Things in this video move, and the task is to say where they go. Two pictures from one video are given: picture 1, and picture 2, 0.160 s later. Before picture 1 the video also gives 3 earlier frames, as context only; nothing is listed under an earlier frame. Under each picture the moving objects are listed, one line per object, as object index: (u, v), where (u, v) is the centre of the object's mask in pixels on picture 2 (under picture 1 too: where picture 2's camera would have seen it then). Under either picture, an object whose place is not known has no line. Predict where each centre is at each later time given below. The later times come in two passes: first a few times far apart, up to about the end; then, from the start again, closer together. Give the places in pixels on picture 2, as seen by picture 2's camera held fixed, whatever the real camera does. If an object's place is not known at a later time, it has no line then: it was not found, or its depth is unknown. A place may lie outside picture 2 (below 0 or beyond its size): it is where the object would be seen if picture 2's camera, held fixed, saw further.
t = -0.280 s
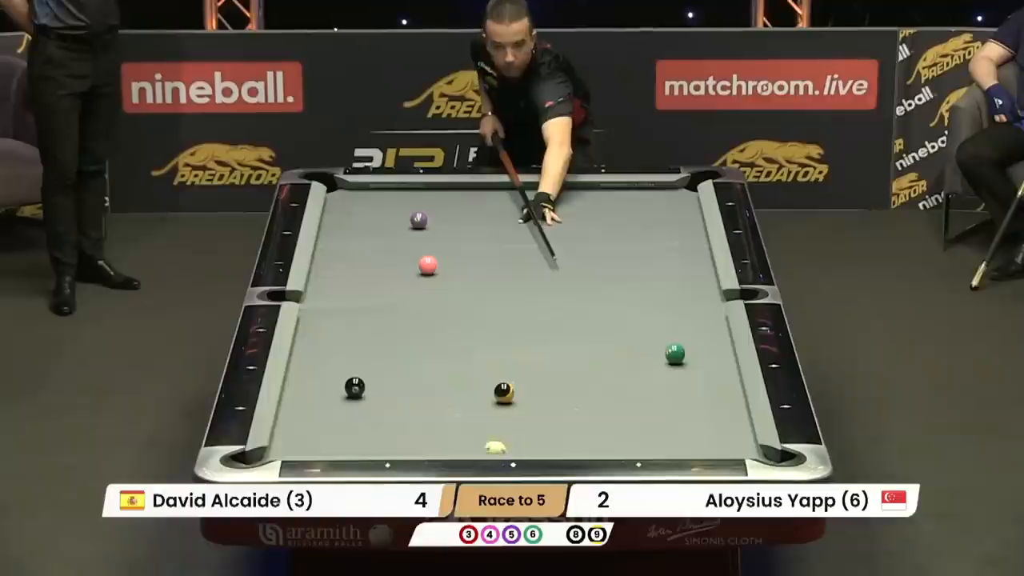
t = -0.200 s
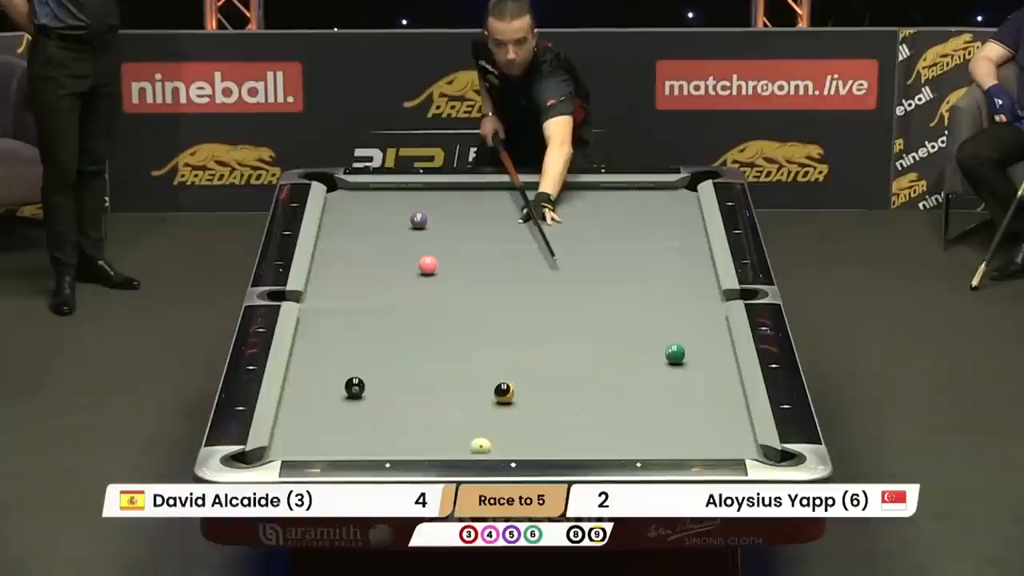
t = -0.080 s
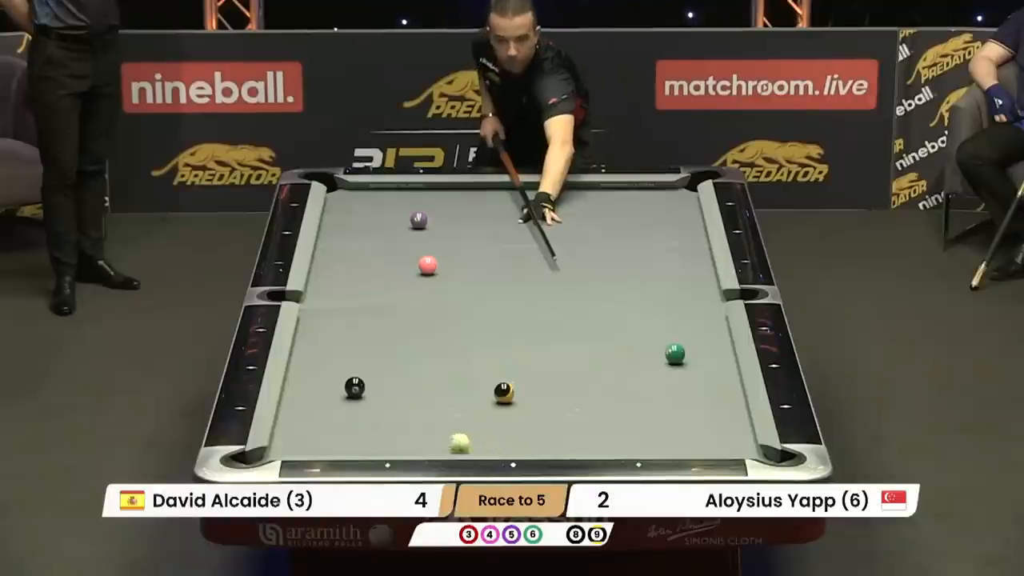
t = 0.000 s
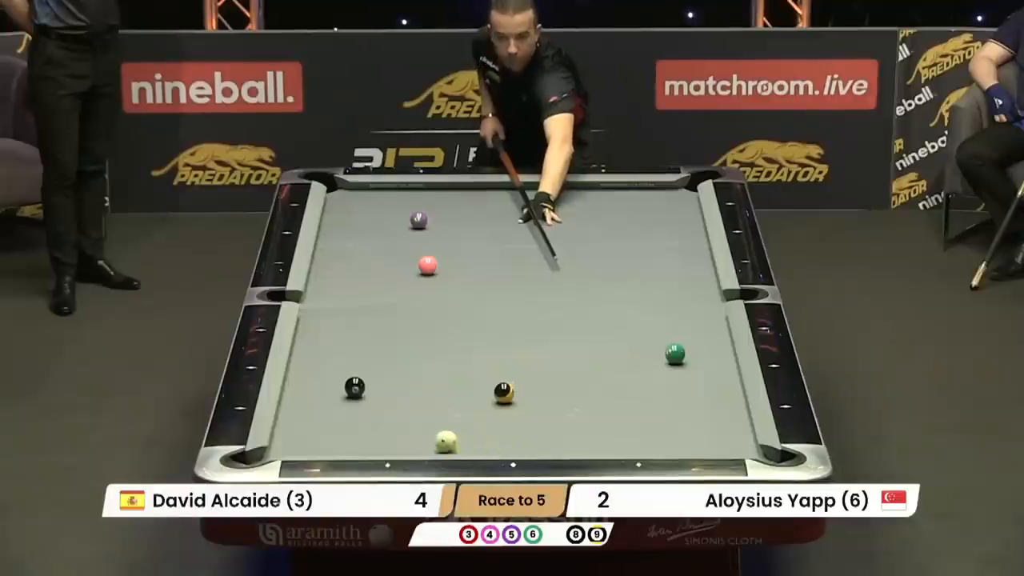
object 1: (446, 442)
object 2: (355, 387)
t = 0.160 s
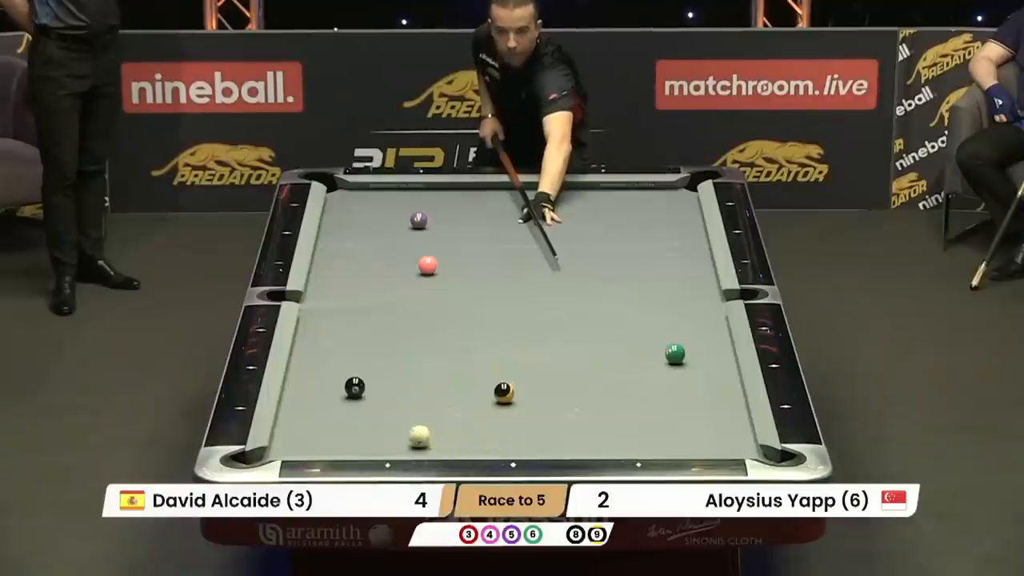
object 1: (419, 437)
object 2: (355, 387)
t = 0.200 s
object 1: (413, 436)
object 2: (355, 387)
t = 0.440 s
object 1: (375, 428)
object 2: (355, 387)
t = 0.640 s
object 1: (345, 422)
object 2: (355, 387)
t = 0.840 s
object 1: (317, 416)
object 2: (355, 387)
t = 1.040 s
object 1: (289, 410)
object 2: (355, 387)
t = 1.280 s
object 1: (306, 403)
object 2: (355, 387)
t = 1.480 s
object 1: (322, 397)
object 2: (355, 387)
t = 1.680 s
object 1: (337, 392)
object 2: (355, 387)
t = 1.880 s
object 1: (340, 391)
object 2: (364, 384)
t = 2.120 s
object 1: (343, 390)
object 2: (373, 380)
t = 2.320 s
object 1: (344, 390)
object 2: (381, 378)
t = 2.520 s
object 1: (345, 389)
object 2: (387, 376)
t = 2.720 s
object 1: (345, 390)
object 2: (393, 374)
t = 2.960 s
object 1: (345, 389)
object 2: (399, 372)
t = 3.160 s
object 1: (345, 390)
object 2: (404, 371)
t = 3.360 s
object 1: (345, 389)
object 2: (407, 371)
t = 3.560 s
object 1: (345, 389)
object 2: (411, 370)
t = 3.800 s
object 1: (345, 390)
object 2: (413, 369)
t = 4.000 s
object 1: (345, 390)
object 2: (414, 369)
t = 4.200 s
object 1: (345, 390)
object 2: (414, 369)
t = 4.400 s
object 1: (345, 389)
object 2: (414, 369)
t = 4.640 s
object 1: (345, 389)
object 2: (414, 369)
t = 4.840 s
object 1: (345, 389)
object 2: (414, 369)
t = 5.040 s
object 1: (345, 389)
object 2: (414, 369)
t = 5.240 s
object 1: (345, 389)
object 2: (414, 369)
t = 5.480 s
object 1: (345, 390)
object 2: (414, 369)
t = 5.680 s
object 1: (345, 389)
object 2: (414, 369)
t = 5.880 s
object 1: (345, 389)
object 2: (414, 369)
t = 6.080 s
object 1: (345, 390)
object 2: (414, 369)
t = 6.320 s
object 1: (345, 389)
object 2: (414, 369)
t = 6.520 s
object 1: (345, 390)
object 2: (414, 369)
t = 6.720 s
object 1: (345, 390)
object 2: (414, 369)
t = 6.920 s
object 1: (345, 389)
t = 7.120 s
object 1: (351, 388)
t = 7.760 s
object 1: (345, 390)
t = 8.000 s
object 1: (345, 390)
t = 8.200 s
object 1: (345, 390)
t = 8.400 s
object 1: (345, 390)
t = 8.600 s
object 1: (345, 390)
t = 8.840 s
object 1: (345, 390)
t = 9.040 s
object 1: (345, 390)
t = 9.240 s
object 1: (345, 390)
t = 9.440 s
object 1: (345, 389)
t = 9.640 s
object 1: (345, 389)
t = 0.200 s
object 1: (413, 436)
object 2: (355, 387)
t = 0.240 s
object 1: (407, 435)
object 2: (355, 387)
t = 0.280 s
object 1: (400, 433)
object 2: (355, 387)
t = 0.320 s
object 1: (394, 431)
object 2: (355, 387)
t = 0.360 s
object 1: (388, 430)
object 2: (355, 387)
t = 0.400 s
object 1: (382, 429)
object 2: (355, 387)
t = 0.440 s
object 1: (375, 428)
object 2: (355, 387)
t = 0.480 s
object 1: (369, 427)
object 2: (355, 387)
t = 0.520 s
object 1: (363, 426)
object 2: (355, 387)
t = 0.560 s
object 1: (357, 424)
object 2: (355, 387)
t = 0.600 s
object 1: (351, 423)
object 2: (355, 387)
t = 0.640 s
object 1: (345, 422)
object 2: (355, 387)
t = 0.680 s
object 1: (339, 421)
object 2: (355, 387)
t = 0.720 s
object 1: (333, 419)
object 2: (355, 387)
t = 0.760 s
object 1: (328, 418)
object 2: (355, 387)
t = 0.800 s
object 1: (322, 417)
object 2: (355, 387)
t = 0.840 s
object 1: (317, 416)
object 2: (355, 387)
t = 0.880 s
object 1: (311, 415)
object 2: (355, 387)
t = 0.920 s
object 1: (306, 414)
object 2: (355, 387)
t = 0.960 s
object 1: (300, 412)
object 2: (355, 387)
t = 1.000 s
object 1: (295, 411)
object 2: (355, 387)
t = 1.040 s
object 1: (289, 410)
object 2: (355, 387)
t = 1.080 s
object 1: (288, 409)
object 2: (355, 387)
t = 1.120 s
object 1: (292, 408)
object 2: (355, 387)
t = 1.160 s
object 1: (296, 407)
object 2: (355, 387)
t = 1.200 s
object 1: (299, 405)
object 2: (355, 387)
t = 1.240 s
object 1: (303, 404)
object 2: (355, 387)
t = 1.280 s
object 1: (306, 403)
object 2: (355, 387)
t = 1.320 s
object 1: (309, 402)
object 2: (355, 387)
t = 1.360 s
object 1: (313, 401)
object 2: (355, 387)
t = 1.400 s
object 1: (316, 400)
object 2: (355, 387)
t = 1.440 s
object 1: (319, 399)
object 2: (355, 387)
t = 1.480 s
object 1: (322, 397)
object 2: (355, 387)
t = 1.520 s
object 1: (325, 396)
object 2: (355, 387)
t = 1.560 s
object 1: (328, 395)
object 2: (355, 387)
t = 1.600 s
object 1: (331, 394)
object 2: (355, 387)
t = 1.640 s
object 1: (334, 393)
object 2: (355, 387)
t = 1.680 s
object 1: (337, 392)
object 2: (355, 387)
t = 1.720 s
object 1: (338, 392)
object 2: (357, 386)
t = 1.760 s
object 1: (338, 392)
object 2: (359, 386)
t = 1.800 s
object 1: (339, 391)
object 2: (360, 385)
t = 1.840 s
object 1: (339, 391)
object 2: (362, 384)
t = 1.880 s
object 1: (340, 391)
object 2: (364, 384)
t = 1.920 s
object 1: (341, 391)
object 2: (365, 383)
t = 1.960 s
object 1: (341, 391)
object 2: (367, 382)
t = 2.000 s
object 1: (341, 390)
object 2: (369, 382)
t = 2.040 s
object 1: (342, 390)
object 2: (371, 382)
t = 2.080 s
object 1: (342, 390)
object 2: (372, 381)
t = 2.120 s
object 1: (343, 390)
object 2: (373, 380)
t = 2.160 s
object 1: (343, 390)
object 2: (375, 380)
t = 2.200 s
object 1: (343, 390)
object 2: (376, 380)
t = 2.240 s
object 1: (343, 390)
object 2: (378, 379)
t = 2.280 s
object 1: (344, 390)
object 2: (379, 379)
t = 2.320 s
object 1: (344, 390)
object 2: (381, 378)
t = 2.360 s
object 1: (344, 390)
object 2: (382, 377)
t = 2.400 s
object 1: (344, 390)
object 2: (383, 377)
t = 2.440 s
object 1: (345, 390)
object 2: (385, 377)
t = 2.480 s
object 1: (345, 389)
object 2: (386, 376)
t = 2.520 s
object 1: (345, 389)
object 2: (387, 376)
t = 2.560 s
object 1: (345, 389)
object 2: (388, 376)
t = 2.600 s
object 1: (345, 389)
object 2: (389, 375)
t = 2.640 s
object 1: (345, 389)
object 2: (391, 375)
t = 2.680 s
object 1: (345, 390)
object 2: (392, 375)
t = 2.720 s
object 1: (345, 390)
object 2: (393, 374)
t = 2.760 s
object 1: (345, 390)
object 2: (394, 374)
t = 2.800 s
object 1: (345, 390)
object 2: (395, 374)
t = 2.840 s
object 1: (345, 390)
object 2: (396, 373)
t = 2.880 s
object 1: (345, 389)
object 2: (397, 373)
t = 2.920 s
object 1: (345, 390)
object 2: (398, 373)
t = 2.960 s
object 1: (345, 389)
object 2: (399, 372)
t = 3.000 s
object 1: (345, 389)
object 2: (400, 372)
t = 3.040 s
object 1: (345, 390)
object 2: (401, 372)
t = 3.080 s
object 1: (345, 389)
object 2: (402, 372)
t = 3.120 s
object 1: (345, 390)
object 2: (403, 372)
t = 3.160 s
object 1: (345, 390)
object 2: (404, 371)
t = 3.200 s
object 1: (345, 389)
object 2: (404, 371)
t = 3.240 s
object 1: (345, 390)
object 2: (405, 371)
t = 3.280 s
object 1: (345, 390)
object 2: (406, 370)
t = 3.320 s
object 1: (345, 389)
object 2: (407, 370)
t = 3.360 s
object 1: (345, 389)
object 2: (407, 371)
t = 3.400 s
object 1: (345, 390)
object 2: (408, 370)
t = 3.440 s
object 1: (345, 389)
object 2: (409, 370)
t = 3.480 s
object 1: (345, 389)
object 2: (410, 370)
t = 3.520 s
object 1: (345, 389)
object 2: (410, 370)
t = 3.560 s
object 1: (345, 389)
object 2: (411, 370)
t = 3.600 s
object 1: (345, 389)
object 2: (411, 370)
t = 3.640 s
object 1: (345, 389)
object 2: (412, 370)
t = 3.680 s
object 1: (345, 390)
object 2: (412, 370)
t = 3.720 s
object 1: (345, 390)
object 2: (412, 370)
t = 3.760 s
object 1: (345, 390)
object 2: (413, 369)
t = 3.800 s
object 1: (345, 390)
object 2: (413, 369)
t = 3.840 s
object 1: (345, 390)
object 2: (413, 369)
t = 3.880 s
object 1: (345, 390)
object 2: (413, 369)
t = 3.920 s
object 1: (345, 390)
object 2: (414, 369)
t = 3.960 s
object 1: (345, 390)
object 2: (414, 369)
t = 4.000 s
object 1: (345, 390)
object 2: (414, 369)
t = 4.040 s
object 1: (345, 390)
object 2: (414, 369)
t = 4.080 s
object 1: (345, 390)
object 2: (414, 369)
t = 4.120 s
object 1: (345, 390)
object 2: (414, 369)
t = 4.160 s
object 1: (345, 390)
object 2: (414, 369)
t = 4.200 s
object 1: (345, 390)
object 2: (414, 369)
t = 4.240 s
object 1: (345, 390)
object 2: (414, 369)
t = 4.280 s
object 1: (345, 389)
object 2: (414, 369)
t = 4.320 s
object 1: (345, 389)
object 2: (414, 369)
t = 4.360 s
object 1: (345, 389)
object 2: (414, 369)
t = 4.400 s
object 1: (345, 389)
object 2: (414, 369)
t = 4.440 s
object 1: (345, 389)
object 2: (414, 369)
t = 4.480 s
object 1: (345, 389)
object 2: (414, 369)
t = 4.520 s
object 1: (345, 389)
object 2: (414, 369)
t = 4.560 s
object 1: (345, 389)
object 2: (414, 369)
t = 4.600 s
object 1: (345, 389)
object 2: (414, 369)
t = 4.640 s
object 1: (345, 389)
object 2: (414, 369)
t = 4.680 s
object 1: (345, 389)
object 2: (414, 369)
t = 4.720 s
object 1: (345, 390)
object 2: (414, 369)
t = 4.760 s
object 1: (345, 389)
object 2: (414, 369)
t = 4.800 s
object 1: (345, 389)
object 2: (414, 369)
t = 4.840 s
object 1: (345, 389)
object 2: (414, 369)
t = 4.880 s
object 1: (345, 389)
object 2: (414, 369)
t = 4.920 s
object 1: (345, 390)
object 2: (414, 369)
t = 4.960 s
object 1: (345, 389)
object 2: (414, 369)
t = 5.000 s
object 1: (345, 390)
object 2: (414, 369)
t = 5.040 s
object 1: (345, 389)
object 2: (414, 369)
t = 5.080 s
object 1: (345, 389)
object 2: (414, 369)
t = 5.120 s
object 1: (345, 389)
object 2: (414, 369)
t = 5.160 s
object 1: (345, 389)
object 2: (414, 369)
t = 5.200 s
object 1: (345, 390)
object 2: (414, 369)
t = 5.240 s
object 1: (345, 389)
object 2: (414, 369)
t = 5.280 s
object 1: (345, 390)
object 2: (414, 369)
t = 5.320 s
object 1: (345, 389)
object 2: (414, 369)
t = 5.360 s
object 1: (345, 389)
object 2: (414, 369)
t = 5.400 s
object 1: (345, 390)
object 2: (414, 369)
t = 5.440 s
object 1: (345, 390)
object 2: (414, 369)
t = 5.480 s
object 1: (345, 390)
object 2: (414, 369)
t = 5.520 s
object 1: (345, 390)
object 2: (414, 369)
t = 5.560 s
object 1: (345, 390)
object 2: (414, 369)
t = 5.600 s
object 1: (345, 390)
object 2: (414, 369)
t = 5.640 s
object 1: (345, 389)
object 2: (414, 369)
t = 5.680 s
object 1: (345, 389)
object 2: (414, 369)
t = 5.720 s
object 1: (345, 390)
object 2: (414, 369)
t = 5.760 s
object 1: (345, 390)
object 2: (414, 369)
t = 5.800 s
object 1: (345, 389)
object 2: (414, 369)
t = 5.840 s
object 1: (345, 389)
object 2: (414, 369)
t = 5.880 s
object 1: (345, 389)
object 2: (414, 369)
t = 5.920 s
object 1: (345, 390)
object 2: (414, 369)
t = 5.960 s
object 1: (345, 389)
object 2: (414, 369)
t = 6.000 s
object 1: (345, 389)
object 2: (414, 369)
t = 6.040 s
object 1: (345, 389)
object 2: (414, 369)
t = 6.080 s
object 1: (345, 390)
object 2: (414, 369)
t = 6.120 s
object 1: (345, 389)
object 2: (414, 369)
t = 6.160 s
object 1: (345, 390)
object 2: (414, 369)
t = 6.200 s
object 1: (345, 389)
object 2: (414, 369)
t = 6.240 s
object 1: (345, 389)
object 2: (414, 369)
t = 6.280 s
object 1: (345, 390)
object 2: (414, 369)
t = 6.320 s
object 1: (345, 389)
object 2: (414, 369)
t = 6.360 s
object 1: (345, 390)
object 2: (414, 369)
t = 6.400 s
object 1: (345, 389)
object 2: (414, 369)
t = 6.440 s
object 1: (345, 389)
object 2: (414, 369)
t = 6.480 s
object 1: (345, 389)
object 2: (414, 369)
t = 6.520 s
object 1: (345, 390)
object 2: (414, 369)
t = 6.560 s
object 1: (345, 390)
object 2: (414, 369)
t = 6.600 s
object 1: (346, 390)
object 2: (414, 369)
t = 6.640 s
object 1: (344, 389)
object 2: (414, 369)
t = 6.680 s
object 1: (345, 389)
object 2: (414, 369)
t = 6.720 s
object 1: (345, 390)
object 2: (414, 369)
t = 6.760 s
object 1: (345, 389)
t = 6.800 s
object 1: (345, 389)
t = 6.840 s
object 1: (345, 389)
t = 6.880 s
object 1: (345, 390)
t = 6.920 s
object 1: (345, 389)
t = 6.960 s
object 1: (345, 390)
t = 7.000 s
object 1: (345, 390)
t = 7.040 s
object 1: (345, 390)
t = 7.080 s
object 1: (346, 389)
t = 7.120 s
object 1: (351, 388)
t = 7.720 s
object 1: (345, 389)
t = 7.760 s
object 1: (345, 390)
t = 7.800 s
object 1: (345, 390)
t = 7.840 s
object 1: (345, 390)
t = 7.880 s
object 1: (345, 390)
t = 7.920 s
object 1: (345, 390)
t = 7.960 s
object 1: (345, 390)
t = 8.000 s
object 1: (345, 390)
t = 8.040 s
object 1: (345, 390)
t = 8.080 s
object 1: (345, 390)
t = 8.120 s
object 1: (345, 390)
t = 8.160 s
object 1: (345, 390)
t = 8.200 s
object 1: (345, 390)
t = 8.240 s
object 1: (345, 390)
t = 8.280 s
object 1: (345, 390)
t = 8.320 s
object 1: (345, 390)
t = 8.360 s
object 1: (345, 390)
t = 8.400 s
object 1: (345, 390)
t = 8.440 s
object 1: (345, 390)
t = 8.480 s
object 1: (345, 390)
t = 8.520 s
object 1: (345, 390)
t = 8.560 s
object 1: (345, 390)
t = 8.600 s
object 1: (345, 390)
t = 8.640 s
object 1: (345, 390)
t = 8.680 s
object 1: (345, 390)
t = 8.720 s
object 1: (345, 390)
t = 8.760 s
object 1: (345, 390)
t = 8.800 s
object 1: (345, 390)
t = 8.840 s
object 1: (345, 390)
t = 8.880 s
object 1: (345, 390)
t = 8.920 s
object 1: (345, 390)
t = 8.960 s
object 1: (345, 390)
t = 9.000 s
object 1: (345, 390)
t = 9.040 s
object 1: (345, 390)
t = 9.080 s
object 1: (345, 390)
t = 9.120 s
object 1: (345, 390)
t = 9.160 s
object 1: (345, 390)
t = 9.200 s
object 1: (345, 390)
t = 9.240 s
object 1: (345, 390)
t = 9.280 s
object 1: (345, 390)
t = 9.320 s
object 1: (345, 389)
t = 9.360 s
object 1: (345, 389)
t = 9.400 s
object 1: (345, 389)
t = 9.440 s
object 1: (345, 389)
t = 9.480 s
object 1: (345, 389)
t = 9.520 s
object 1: (345, 389)
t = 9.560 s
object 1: (345, 389)
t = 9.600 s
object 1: (345, 389)
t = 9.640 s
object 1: (345, 389)
